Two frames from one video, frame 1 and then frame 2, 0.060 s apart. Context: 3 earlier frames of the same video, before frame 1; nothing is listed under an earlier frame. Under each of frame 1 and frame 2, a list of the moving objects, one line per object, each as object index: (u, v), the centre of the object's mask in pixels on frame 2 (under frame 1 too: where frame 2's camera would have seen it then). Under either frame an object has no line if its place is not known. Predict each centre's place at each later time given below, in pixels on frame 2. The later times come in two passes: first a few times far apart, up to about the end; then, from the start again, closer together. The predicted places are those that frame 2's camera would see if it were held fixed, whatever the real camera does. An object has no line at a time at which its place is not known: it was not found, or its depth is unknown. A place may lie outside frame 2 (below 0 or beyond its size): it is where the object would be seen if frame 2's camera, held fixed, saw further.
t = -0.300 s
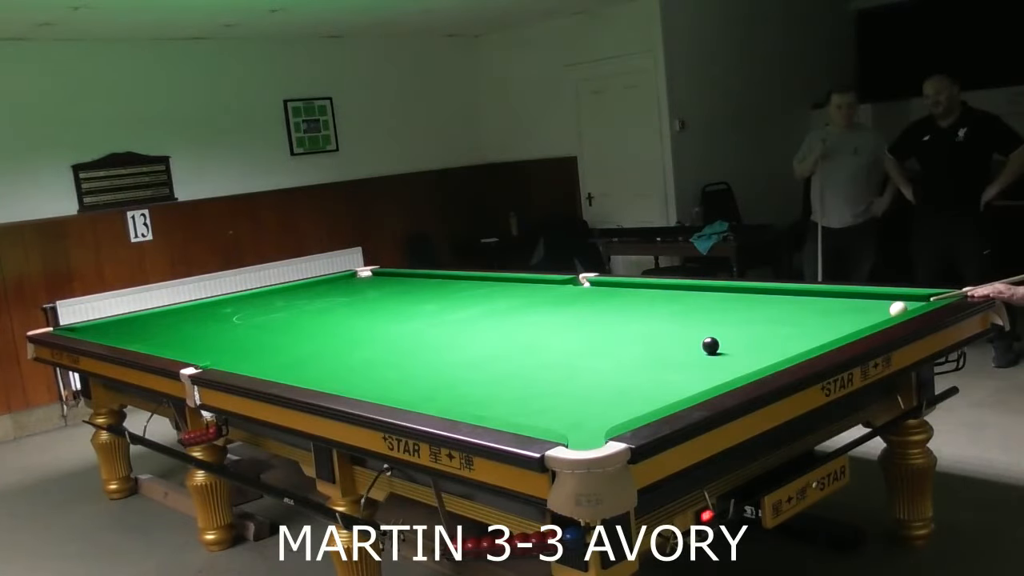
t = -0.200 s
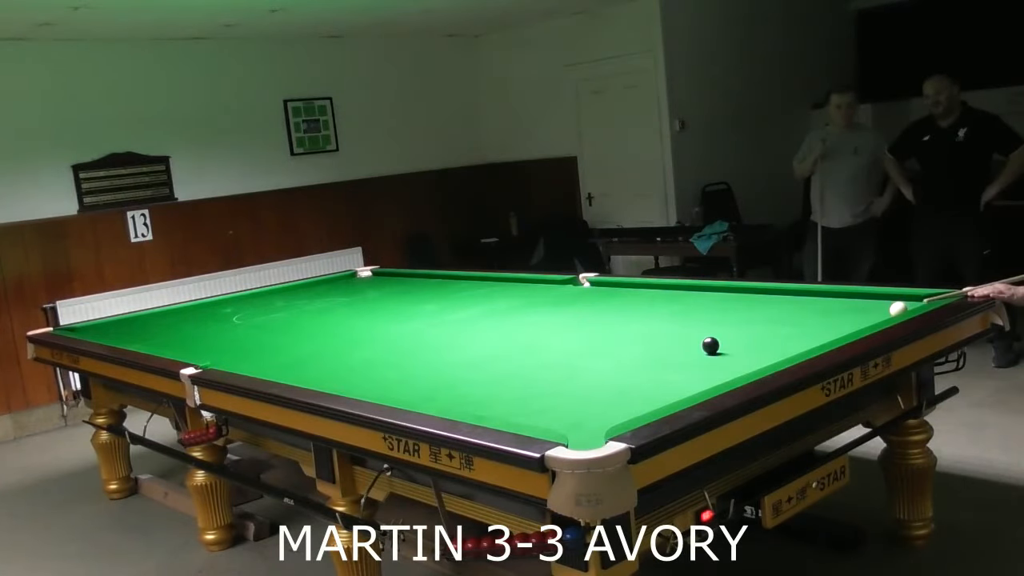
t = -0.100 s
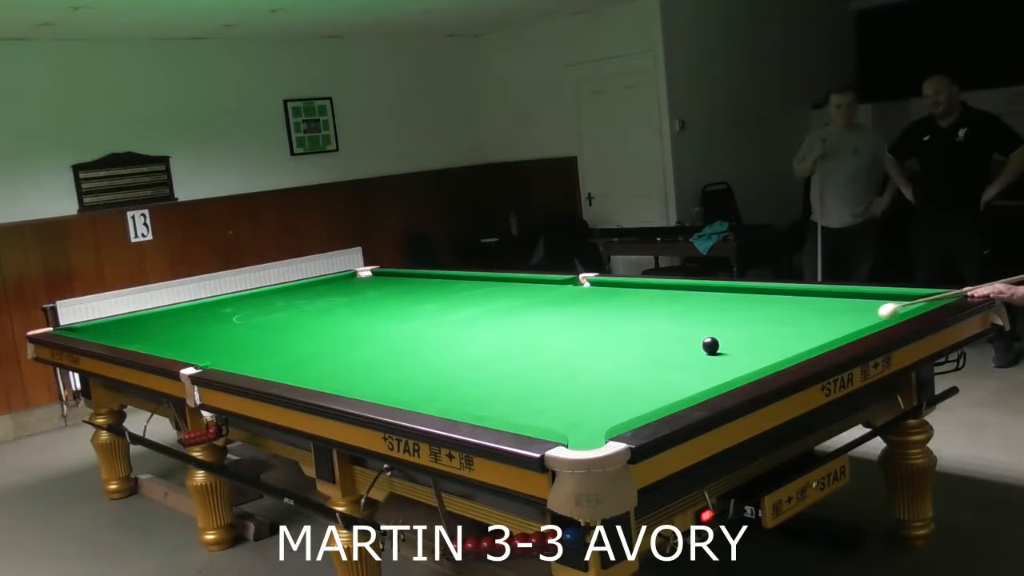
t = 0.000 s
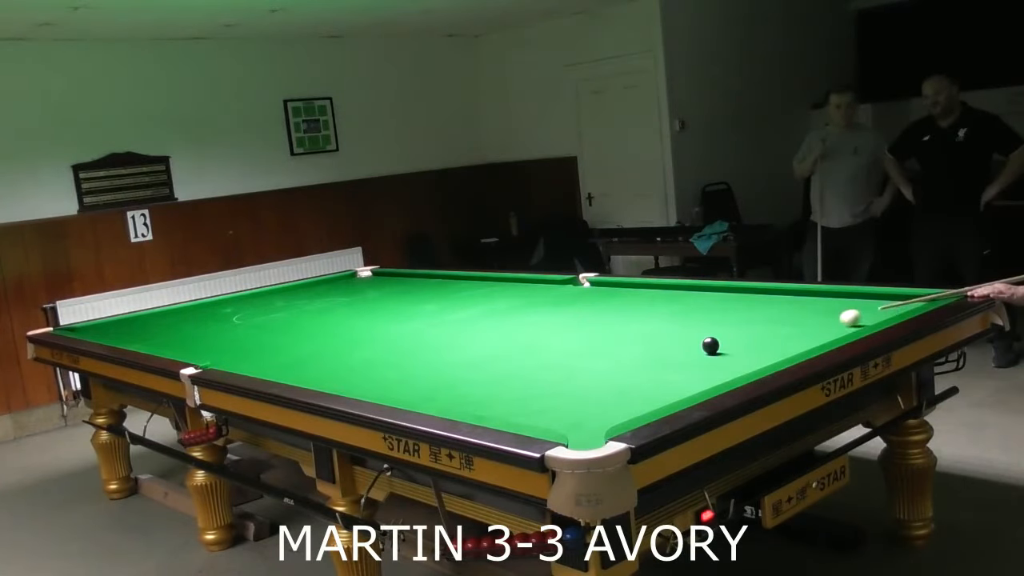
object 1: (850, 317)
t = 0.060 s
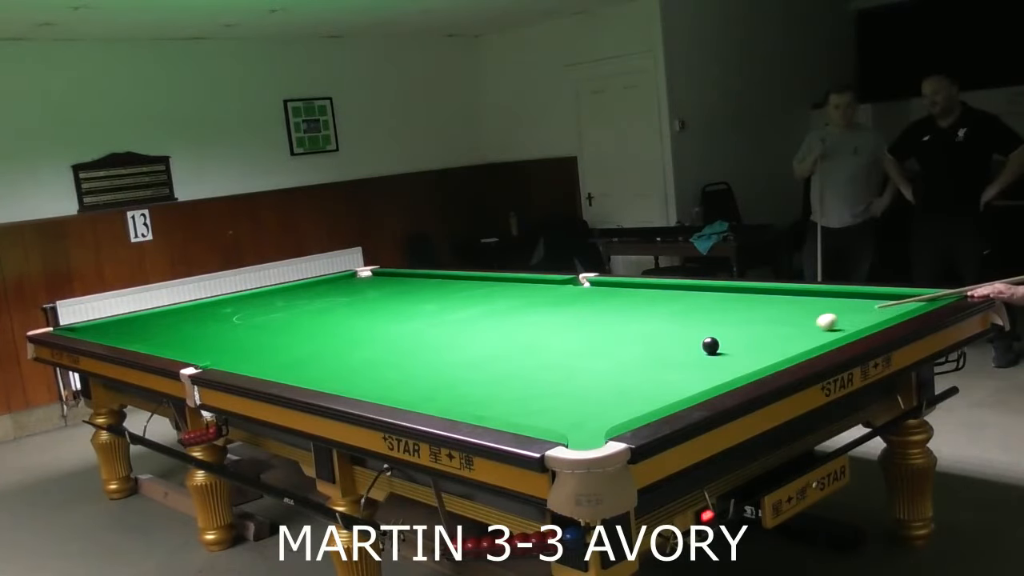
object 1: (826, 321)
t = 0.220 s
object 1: (763, 332)
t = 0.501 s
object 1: (664, 342)
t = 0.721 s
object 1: (595, 347)
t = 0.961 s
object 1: (523, 351)
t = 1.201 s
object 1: (456, 355)
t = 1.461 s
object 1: (387, 360)
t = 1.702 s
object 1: (328, 363)
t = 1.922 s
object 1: (276, 365)
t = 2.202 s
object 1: (250, 361)
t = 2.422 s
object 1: (249, 356)
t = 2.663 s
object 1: (248, 350)
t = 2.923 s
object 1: (247, 344)
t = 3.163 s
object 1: (246, 339)
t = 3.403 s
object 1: (245, 334)
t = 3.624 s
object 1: (245, 331)
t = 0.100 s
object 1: (811, 324)
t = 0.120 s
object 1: (803, 325)
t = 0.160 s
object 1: (787, 328)
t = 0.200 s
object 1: (771, 331)
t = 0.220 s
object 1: (763, 332)
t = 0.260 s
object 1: (748, 335)
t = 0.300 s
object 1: (732, 337)
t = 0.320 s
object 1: (724, 338)
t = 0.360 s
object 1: (709, 337)
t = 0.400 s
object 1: (695, 339)
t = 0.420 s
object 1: (689, 341)
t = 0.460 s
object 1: (677, 341)
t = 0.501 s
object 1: (664, 342)
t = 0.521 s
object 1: (658, 343)
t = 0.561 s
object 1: (645, 344)
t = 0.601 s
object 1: (632, 344)
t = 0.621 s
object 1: (626, 345)
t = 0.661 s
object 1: (614, 345)
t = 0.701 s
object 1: (601, 346)
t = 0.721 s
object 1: (595, 347)
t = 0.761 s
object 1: (583, 347)
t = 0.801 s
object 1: (571, 348)
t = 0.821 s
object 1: (565, 348)
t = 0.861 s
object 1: (553, 349)
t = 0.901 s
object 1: (541, 350)
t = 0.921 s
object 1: (535, 350)
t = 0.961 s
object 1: (523, 351)
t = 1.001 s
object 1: (512, 352)
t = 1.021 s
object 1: (506, 352)
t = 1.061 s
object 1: (495, 353)
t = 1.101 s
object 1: (484, 354)
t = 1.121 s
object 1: (478, 354)
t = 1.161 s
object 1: (467, 354)
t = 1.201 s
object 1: (456, 355)
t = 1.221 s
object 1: (451, 356)
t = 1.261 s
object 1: (440, 356)
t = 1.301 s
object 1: (429, 356)
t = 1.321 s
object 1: (424, 357)
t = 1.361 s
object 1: (413, 358)
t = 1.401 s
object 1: (403, 358)
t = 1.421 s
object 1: (398, 359)
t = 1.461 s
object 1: (387, 360)
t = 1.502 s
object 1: (377, 360)
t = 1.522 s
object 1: (372, 361)
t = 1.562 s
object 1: (362, 361)
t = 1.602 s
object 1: (352, 361)
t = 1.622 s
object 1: (347, 362)
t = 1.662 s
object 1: (337, 363)
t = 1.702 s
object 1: (328, 363)
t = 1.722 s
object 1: (323, 363)
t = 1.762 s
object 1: (313, 364)
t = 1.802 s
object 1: (303, 365)
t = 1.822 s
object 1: (299, 365)
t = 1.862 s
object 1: (289, 365)
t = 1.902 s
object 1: (280, 366)
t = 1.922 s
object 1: (276, 365)
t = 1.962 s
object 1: (267, 365)
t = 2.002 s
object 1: (258, 365)
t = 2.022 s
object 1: (253, 365)
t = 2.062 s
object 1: (250, 365)
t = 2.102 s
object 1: (250, 364)
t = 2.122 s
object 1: (251, 363)
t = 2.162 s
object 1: (251, 362)
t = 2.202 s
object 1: (250, 361)
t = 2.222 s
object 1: (250, 361)
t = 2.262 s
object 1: (250, 360)
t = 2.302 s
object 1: (250, 359)
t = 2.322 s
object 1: (249, 359)
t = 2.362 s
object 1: (249, 358)
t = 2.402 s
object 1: (249, 357)
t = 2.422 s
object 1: (249, 356)
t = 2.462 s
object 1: (248, 355)
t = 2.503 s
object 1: (248, 354)
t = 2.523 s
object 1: (248, 354)
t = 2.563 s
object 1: (248, 352)
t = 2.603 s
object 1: (248, 352)
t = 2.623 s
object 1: (248, 351)
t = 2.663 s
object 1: (248, 350)
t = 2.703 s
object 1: (248, 349)
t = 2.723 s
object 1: (248, 349)
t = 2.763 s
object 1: (248, 348)
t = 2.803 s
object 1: (247, 347)
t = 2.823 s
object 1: (247, 346)
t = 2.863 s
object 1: (247, 346)
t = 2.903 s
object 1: (247, 344)
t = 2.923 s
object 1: (247, 344)
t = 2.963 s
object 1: (247, 343)
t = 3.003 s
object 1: (247, 342)
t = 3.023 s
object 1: (247, 342)
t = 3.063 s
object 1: (247, 341)
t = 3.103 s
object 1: (246, 340)
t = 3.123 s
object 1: (246, 340)
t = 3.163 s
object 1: (246, 339)
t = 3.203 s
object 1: (246, 338)
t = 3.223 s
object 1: (246, 338)
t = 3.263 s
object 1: (246, 337)
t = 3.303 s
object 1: (246, 336)
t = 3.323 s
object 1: (246, 336)
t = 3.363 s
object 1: (246, 335)
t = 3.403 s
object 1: (245, 334)
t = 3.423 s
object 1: (245, 334)
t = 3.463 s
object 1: (245, 333)
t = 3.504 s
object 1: (245, 333)
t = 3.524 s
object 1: (245, 332)
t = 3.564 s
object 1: (245, 332)
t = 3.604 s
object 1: (245, 331)
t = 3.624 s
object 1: (245, 331)
